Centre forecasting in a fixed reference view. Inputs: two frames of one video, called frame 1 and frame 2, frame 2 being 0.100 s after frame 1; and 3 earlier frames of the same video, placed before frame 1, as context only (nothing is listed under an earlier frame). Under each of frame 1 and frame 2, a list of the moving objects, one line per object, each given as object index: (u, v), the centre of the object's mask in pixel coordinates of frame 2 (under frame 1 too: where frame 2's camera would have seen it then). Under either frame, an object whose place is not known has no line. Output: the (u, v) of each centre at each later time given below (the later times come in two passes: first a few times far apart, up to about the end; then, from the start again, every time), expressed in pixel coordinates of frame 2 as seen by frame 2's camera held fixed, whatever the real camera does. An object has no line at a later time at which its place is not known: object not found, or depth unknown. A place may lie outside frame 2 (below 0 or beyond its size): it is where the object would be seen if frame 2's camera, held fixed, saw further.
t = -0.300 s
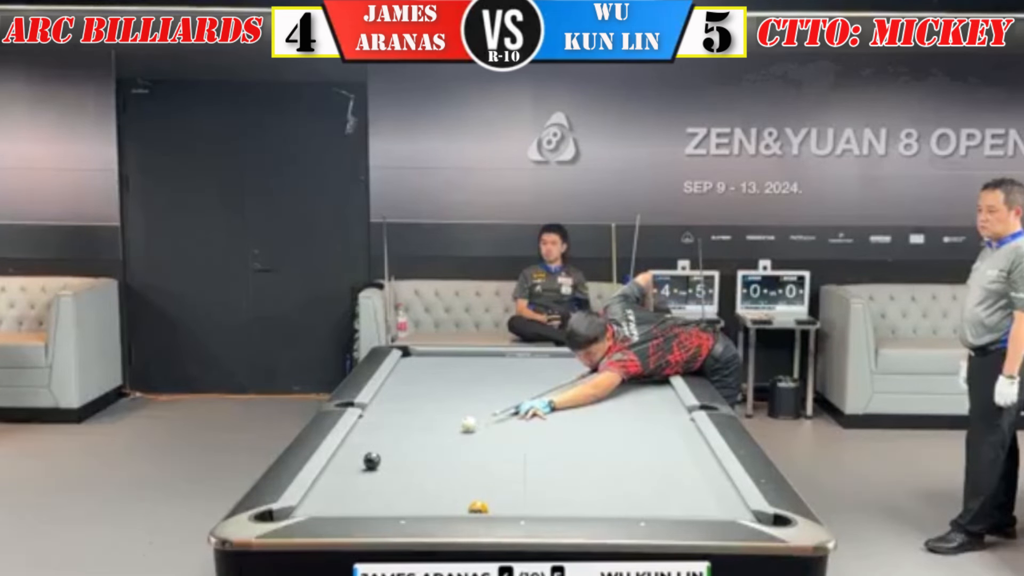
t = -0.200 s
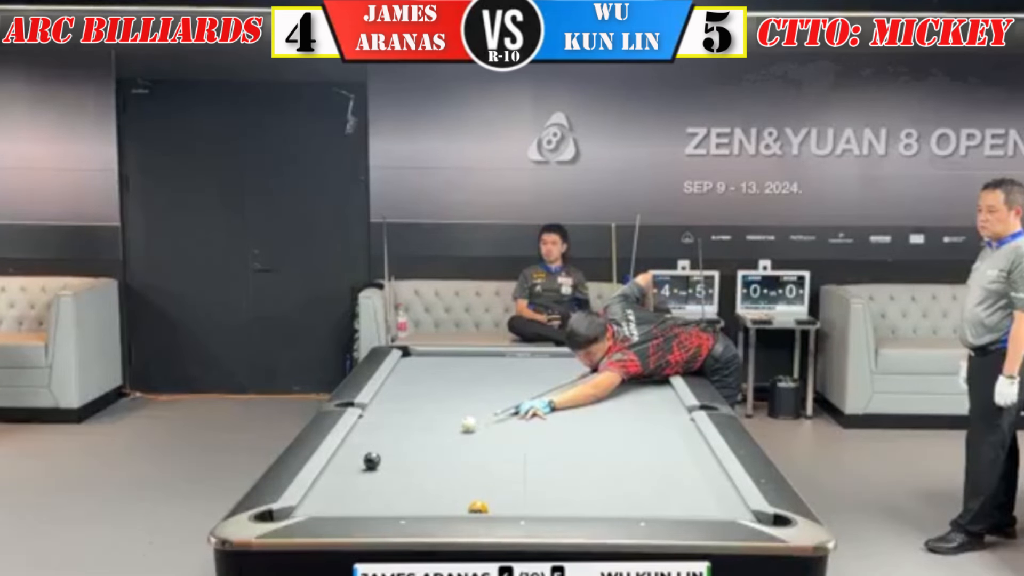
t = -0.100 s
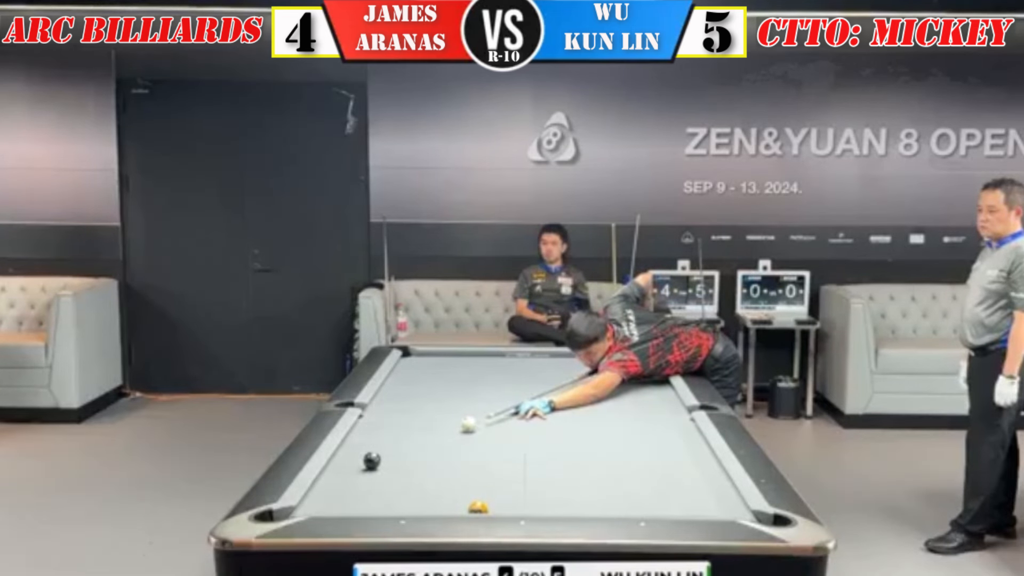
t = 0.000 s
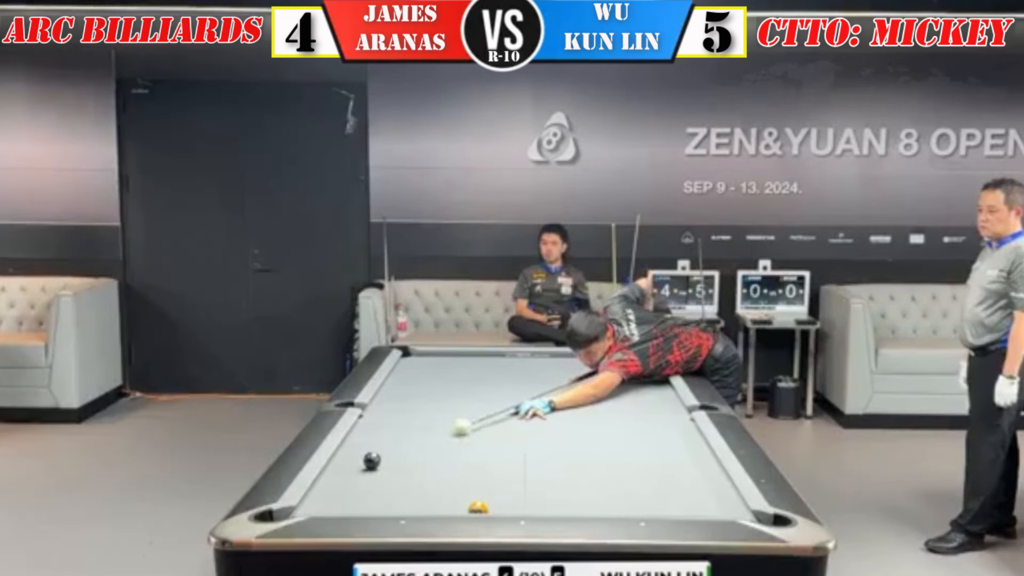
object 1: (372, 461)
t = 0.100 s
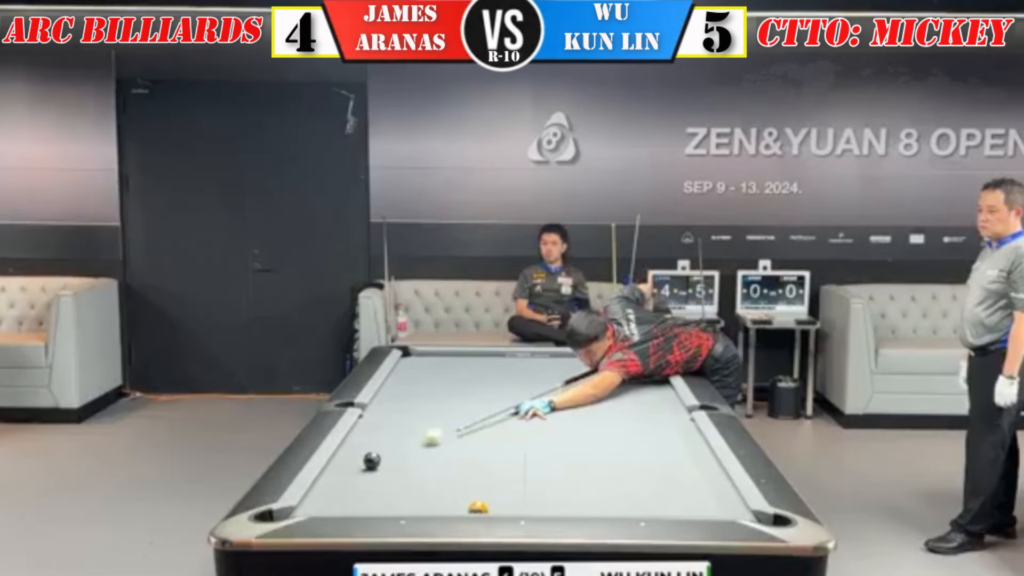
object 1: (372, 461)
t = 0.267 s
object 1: (372, 461)
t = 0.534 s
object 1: (343, 482)
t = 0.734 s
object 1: (320, 499)
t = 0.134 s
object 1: (372, 461)
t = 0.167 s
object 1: (372, 461)
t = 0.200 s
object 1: (372, 461)
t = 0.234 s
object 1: (372, 461)
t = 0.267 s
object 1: (372, 461)
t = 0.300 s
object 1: (371, 461)
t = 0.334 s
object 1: (368, 464)
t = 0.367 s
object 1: (363, 467)
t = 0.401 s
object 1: (359, 470)
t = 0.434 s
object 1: (355, 473)
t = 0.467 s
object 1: (350, 476)
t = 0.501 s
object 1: (347, 479)
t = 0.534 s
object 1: (343, 482)
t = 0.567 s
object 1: (340, 485)
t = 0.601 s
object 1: (336, 488)
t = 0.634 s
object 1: (332, 490)
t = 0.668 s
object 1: (328, 493)
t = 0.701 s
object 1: (324, 495)
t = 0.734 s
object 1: (320, 499)
